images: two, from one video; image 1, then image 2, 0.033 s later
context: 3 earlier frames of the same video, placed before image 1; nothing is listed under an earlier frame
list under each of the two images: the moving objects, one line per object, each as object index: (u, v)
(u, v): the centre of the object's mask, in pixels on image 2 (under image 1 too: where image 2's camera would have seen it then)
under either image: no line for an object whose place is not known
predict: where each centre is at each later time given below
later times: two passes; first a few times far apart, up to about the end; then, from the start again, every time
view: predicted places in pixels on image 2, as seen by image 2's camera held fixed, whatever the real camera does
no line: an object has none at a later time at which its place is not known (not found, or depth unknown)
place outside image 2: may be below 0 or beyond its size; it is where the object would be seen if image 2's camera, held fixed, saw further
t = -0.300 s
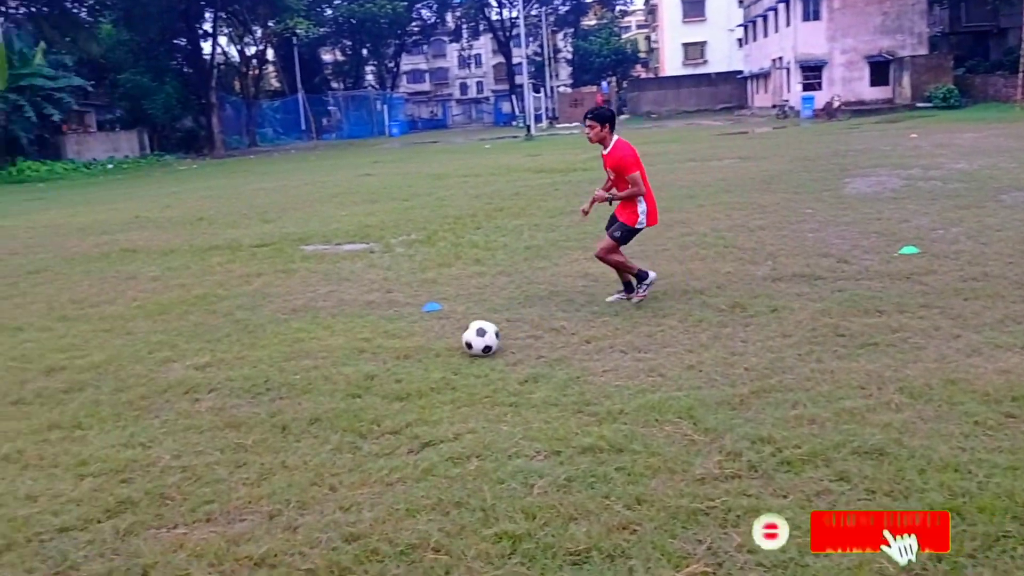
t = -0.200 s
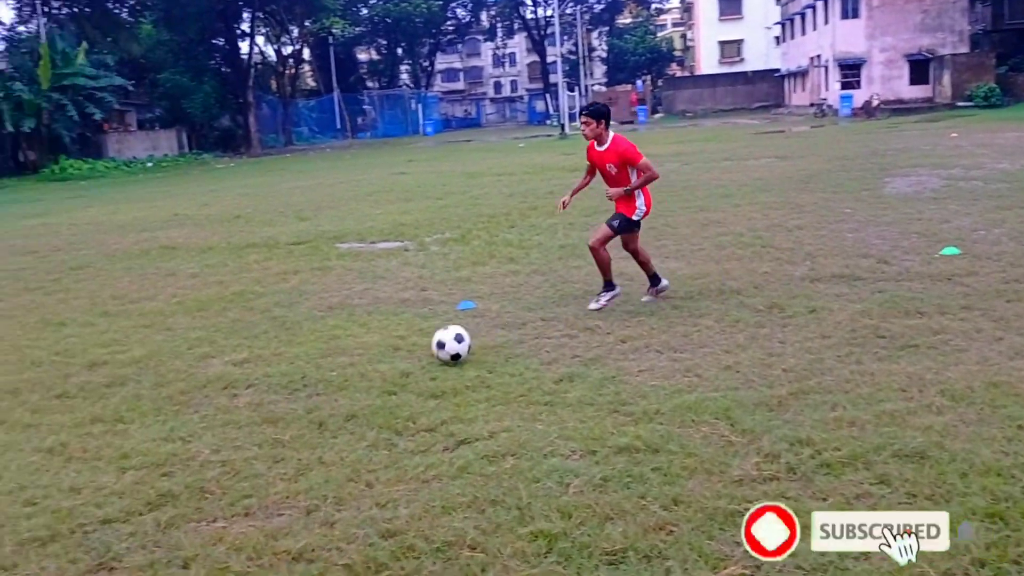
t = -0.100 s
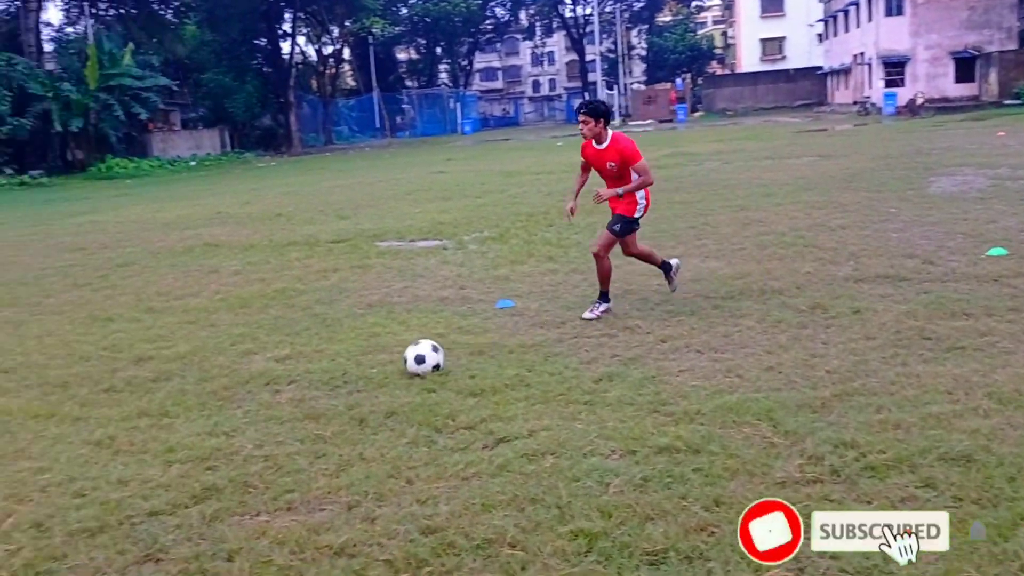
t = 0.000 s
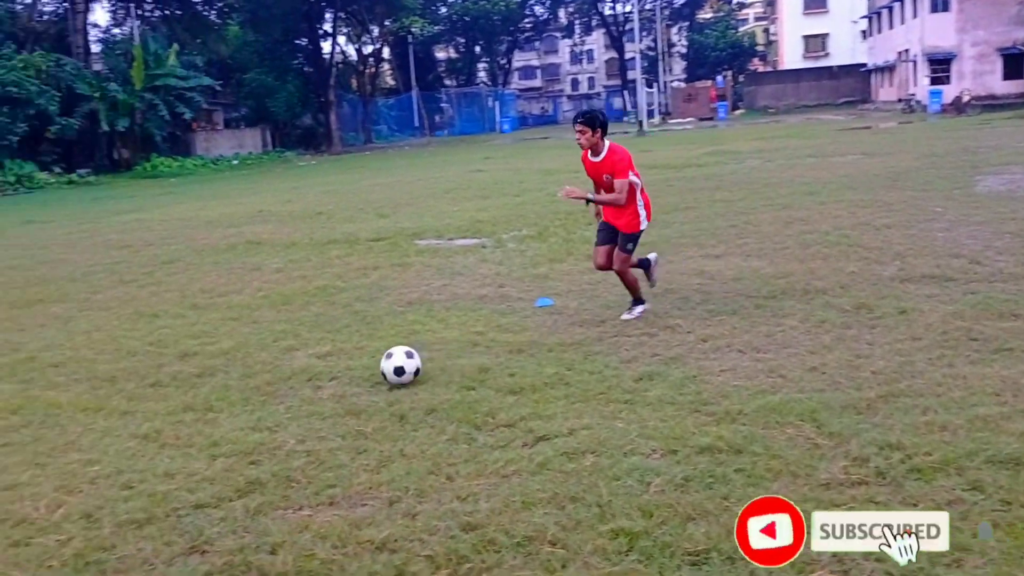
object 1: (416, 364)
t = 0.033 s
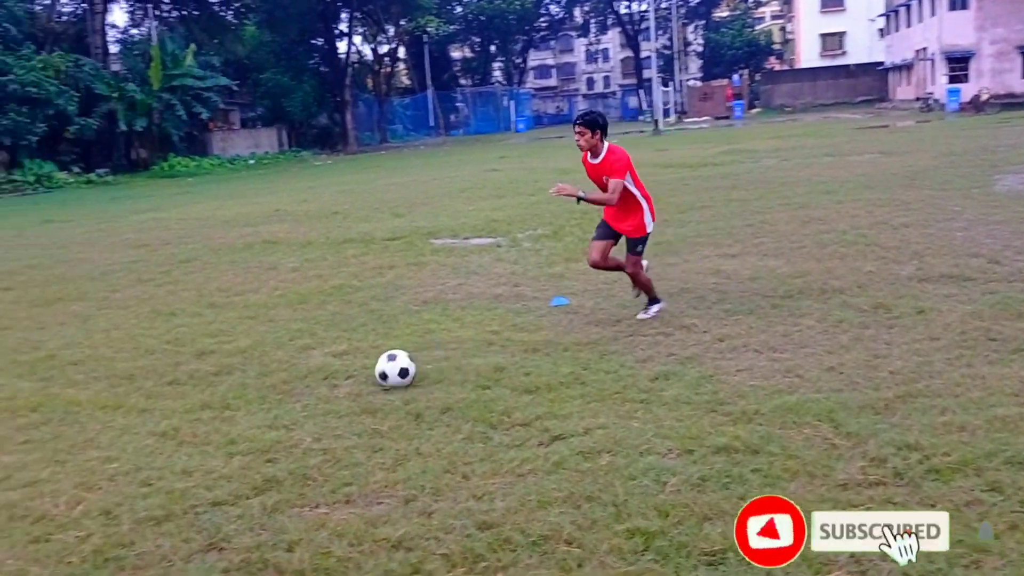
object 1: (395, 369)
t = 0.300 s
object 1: (227, 389)
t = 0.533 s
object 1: (84, 408)
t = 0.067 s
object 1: (374, 373)
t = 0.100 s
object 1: (353, 375)
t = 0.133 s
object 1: (332, 376)
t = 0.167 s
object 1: (311, 378)
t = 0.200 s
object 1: (290, 382)
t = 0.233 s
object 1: (268, 385)
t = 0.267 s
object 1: (247, 387)
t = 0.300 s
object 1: (227, 389)
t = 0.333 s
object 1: (206, 390)
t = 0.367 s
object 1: (186, 393)
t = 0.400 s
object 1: (166, 397)
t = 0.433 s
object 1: (145, 401)
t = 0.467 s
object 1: (125, 405)
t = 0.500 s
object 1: (105, 406)
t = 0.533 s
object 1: (84, 408)
